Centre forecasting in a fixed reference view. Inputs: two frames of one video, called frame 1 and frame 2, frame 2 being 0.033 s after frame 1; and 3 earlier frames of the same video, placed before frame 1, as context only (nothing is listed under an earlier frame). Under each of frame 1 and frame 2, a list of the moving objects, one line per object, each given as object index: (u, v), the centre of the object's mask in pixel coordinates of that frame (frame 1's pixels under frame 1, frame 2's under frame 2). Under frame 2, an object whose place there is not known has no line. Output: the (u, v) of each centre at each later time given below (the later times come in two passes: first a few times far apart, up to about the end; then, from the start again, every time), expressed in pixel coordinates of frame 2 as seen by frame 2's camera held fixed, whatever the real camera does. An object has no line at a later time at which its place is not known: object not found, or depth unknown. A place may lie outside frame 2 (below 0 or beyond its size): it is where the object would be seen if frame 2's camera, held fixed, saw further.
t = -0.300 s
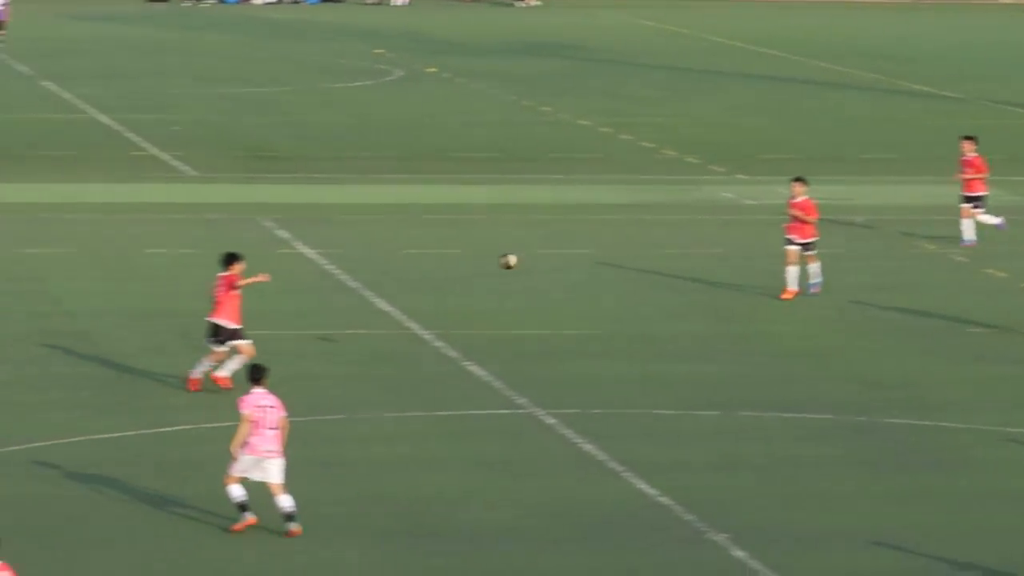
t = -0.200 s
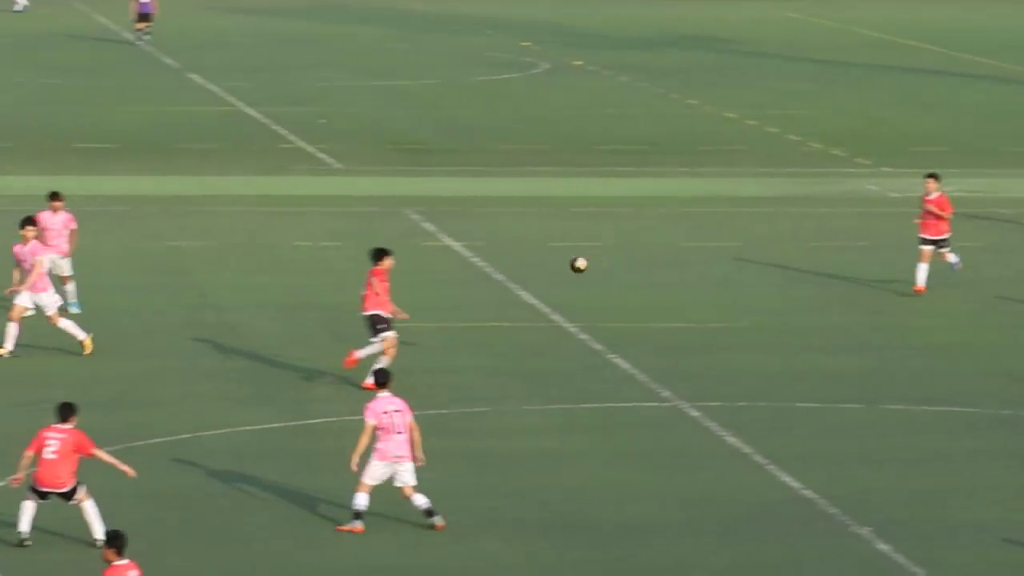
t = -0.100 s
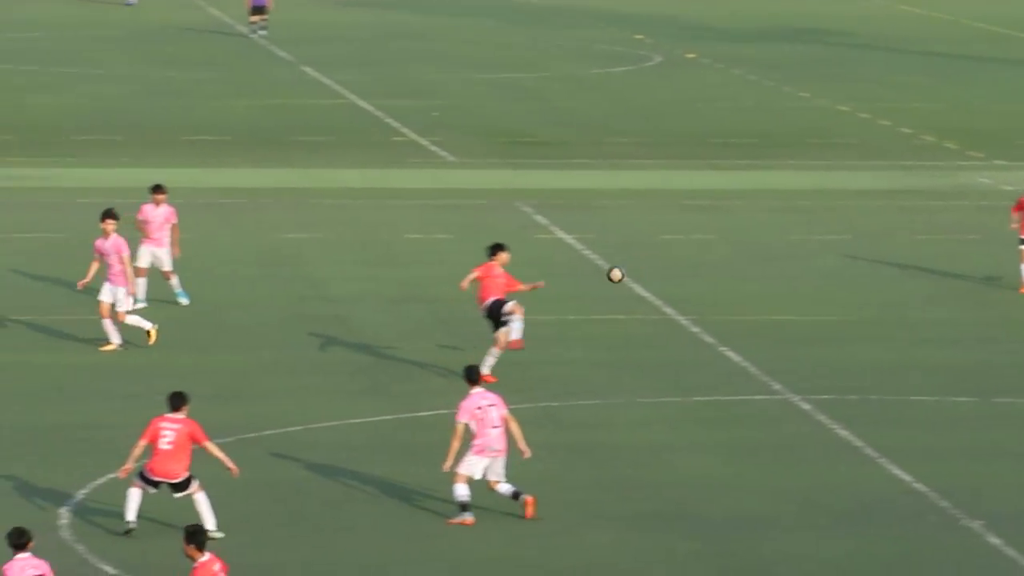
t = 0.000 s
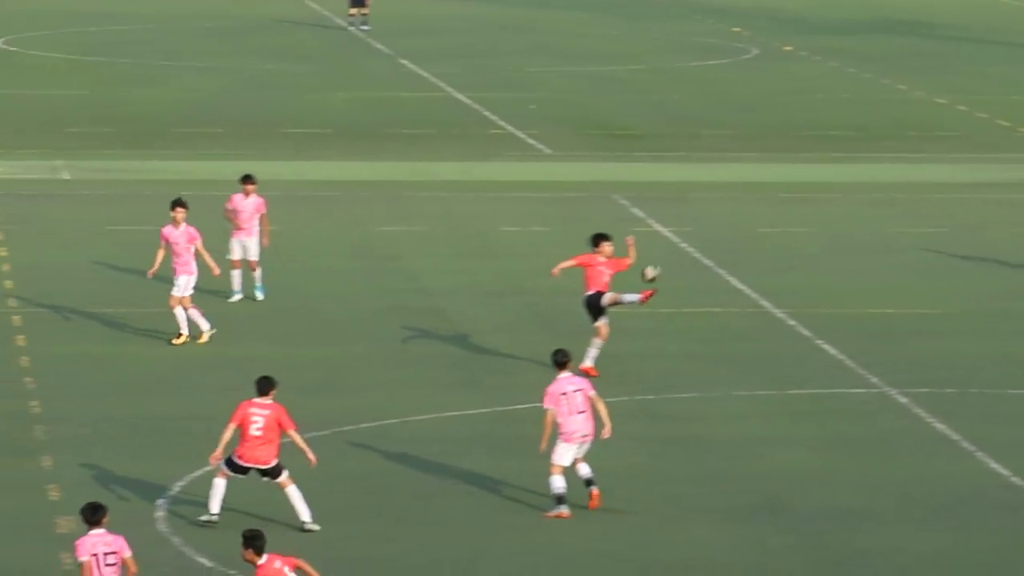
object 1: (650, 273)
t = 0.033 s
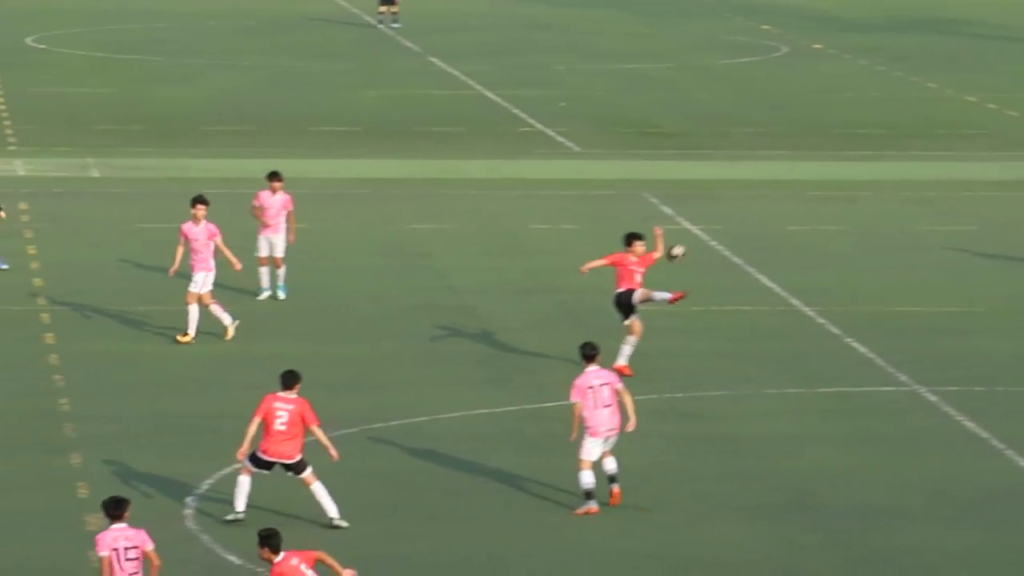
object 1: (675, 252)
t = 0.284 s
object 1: (645, 146)
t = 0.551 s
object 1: (609, 87)
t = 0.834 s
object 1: (572, 93)
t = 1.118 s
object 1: (540, 172)
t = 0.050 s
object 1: (674, 244)
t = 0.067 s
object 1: (672, 235)
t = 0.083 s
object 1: (670, 228)
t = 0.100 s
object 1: (667, 219)
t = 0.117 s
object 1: (666, 212)
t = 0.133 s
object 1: (665, 205)
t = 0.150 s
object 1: (662, 197)
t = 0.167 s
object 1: (660, 190)
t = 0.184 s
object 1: (658, 183)
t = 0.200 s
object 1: (656, 176)
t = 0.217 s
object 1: (654, 169)
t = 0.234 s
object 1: (651, 163)
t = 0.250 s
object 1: (649, 157)
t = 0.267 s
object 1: (647, 151)
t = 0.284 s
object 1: (645, 146)
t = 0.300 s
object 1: (642, 141)
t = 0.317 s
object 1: (640, 135)
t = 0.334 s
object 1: (638, 130)
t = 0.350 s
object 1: (635, 125)
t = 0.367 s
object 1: (632, 120)
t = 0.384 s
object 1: (630, 117)
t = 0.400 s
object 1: (629, 113)
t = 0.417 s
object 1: (627, 109)
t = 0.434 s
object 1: (624, 105)
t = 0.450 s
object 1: (621, 102)
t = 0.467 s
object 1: (620, 99)
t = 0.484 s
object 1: (617, 96)
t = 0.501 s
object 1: (614, 93)
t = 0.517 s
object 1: (612, 91)
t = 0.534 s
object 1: (611, 89)
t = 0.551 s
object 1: (609, 87)
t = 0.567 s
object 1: (606, 86)
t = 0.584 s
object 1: (604, 85)
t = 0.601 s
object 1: (602, 83)
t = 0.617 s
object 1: (600, 82)
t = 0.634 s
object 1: (598, 81)
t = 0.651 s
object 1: (595, 81)
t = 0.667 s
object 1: (593, 81)
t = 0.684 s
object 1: (591, 81)
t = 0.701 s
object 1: (589, 81)
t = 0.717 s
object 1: (587, 82)
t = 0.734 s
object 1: (585, 83)
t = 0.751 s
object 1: (583, 84)
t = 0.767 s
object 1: (580, 85)
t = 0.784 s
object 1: (578, 87)
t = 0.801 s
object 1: (576, 88)
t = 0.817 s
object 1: (575, 91)
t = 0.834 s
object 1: (572, 93)
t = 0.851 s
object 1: (570, 95)
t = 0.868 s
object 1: (569, 98)
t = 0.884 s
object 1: (567, 101)
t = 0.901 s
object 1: (565, 105)
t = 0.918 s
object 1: (562, 108)
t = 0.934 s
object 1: (561, 112)
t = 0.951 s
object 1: (559, 116)
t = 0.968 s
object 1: (557, 121)
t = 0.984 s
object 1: (555, 125)
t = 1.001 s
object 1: (553, 131)
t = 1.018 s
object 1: (552, 136)
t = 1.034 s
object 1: (549, 141)
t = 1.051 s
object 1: (548, 146)
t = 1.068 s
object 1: (546, 152)
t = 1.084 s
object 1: (544, 158)
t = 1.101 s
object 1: (543, 165)
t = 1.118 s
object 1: (540, 172)
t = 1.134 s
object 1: (539, 179)
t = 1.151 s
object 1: (537, 186)
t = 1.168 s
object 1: (536, 193)
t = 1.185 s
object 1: (534, 201)
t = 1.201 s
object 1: (533, 209)
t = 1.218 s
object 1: (531, 218)
